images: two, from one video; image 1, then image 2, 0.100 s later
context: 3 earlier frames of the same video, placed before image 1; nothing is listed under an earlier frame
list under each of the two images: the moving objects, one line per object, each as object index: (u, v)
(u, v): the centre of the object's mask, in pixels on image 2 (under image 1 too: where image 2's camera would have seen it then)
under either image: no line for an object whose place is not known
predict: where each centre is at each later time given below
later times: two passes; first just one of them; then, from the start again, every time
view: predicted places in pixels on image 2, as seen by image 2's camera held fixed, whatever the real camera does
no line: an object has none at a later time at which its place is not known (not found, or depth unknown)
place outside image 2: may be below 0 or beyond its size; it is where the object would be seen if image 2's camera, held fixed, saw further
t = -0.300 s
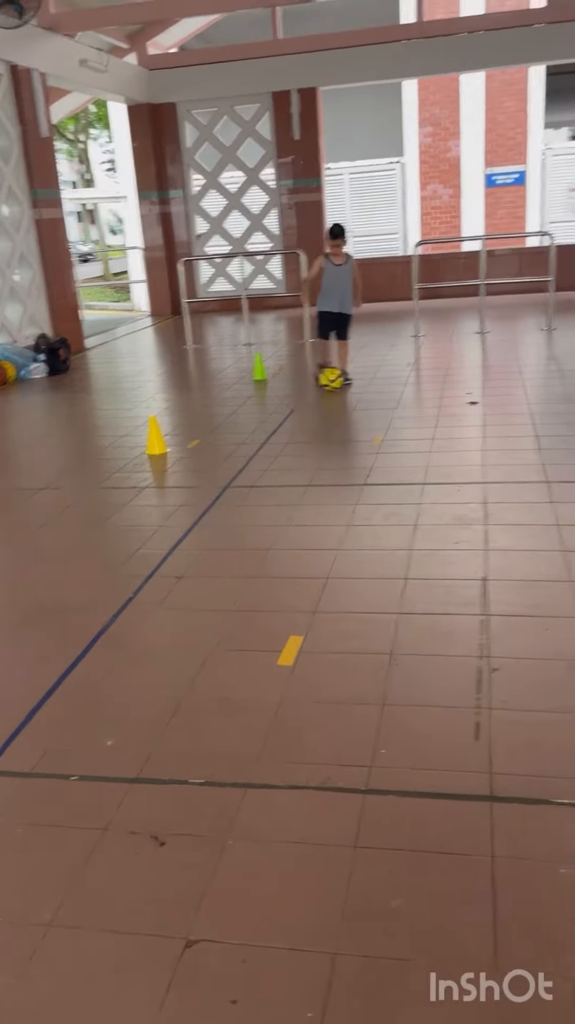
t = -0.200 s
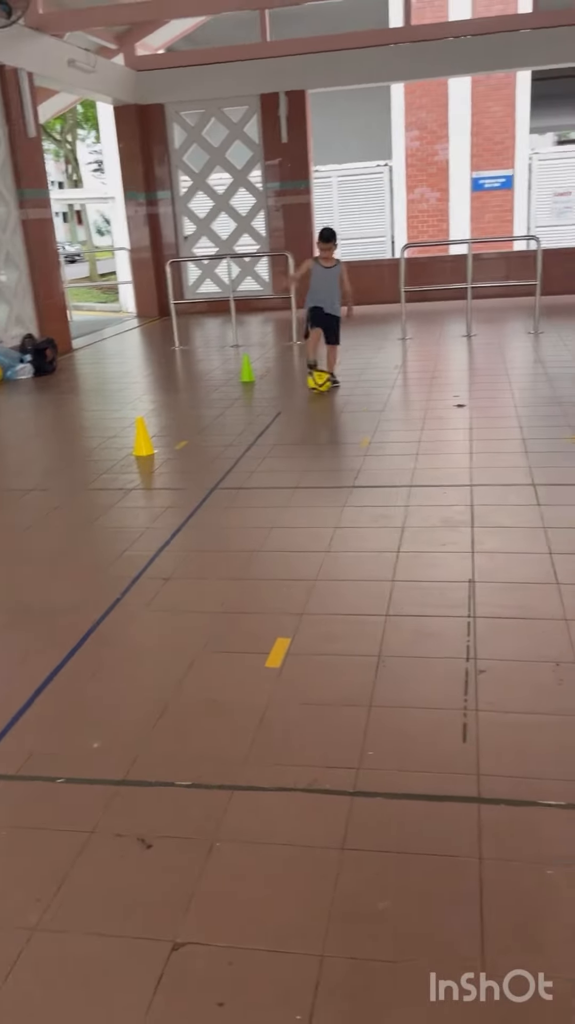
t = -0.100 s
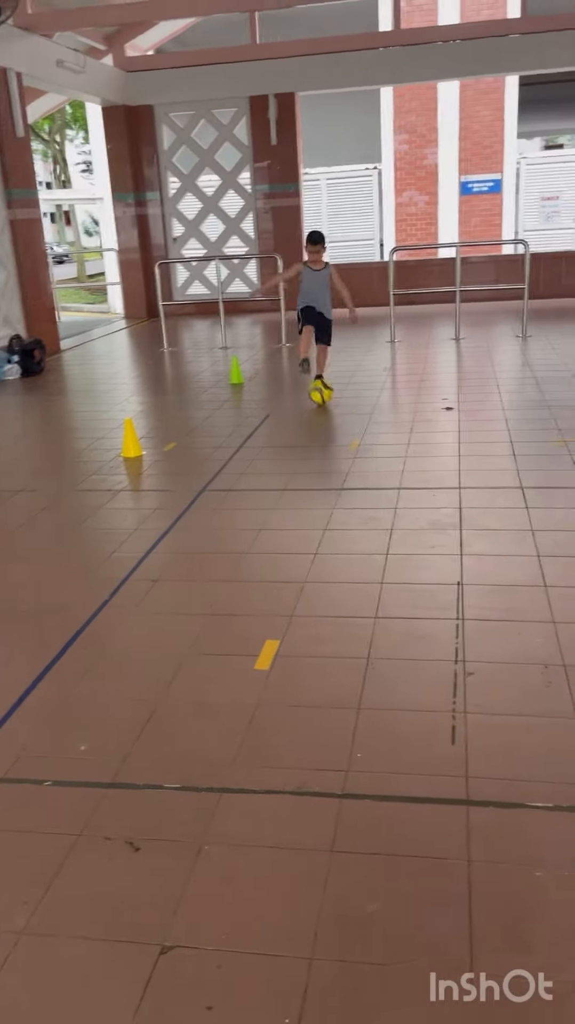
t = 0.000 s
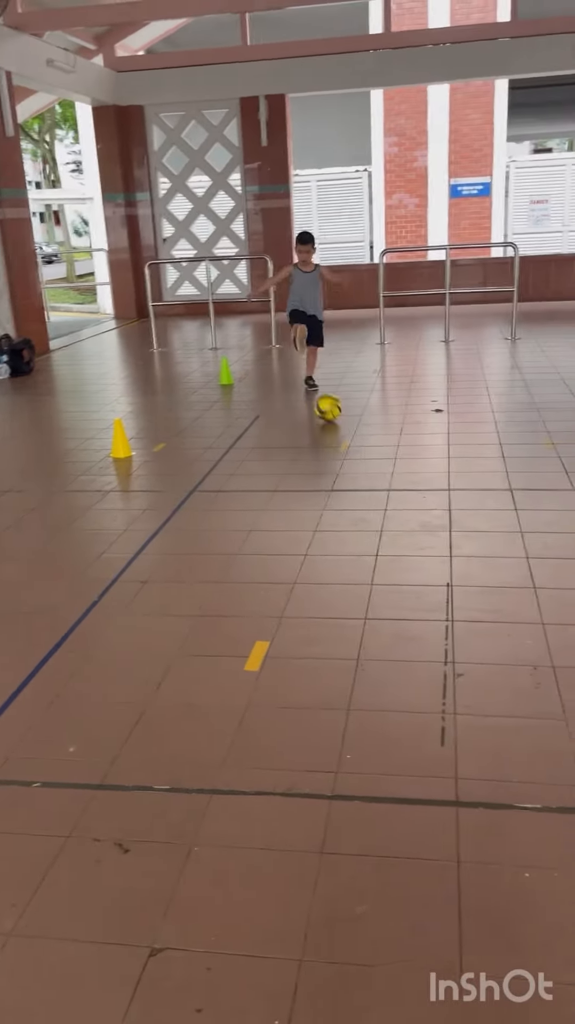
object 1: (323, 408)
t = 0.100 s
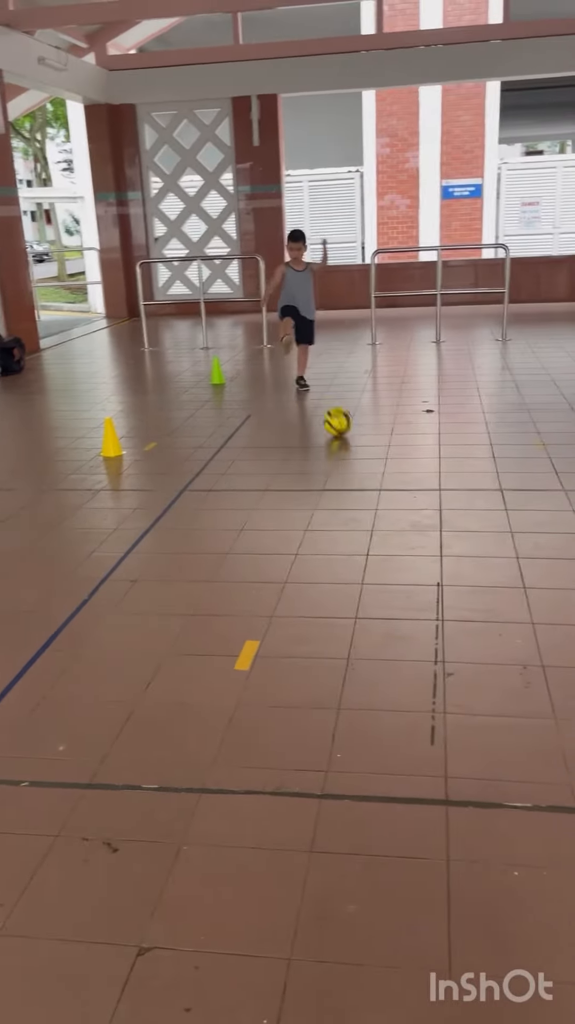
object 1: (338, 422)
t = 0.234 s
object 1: (355, 439)
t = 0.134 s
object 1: (343, 426)
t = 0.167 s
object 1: (349, 432)
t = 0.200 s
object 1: (353, 435)
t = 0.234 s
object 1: (355, 439)
